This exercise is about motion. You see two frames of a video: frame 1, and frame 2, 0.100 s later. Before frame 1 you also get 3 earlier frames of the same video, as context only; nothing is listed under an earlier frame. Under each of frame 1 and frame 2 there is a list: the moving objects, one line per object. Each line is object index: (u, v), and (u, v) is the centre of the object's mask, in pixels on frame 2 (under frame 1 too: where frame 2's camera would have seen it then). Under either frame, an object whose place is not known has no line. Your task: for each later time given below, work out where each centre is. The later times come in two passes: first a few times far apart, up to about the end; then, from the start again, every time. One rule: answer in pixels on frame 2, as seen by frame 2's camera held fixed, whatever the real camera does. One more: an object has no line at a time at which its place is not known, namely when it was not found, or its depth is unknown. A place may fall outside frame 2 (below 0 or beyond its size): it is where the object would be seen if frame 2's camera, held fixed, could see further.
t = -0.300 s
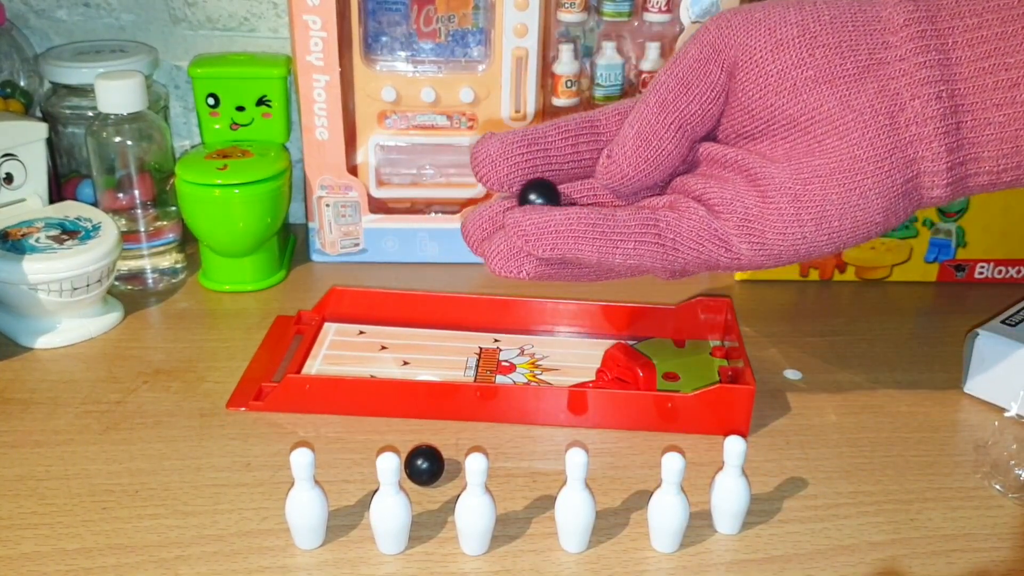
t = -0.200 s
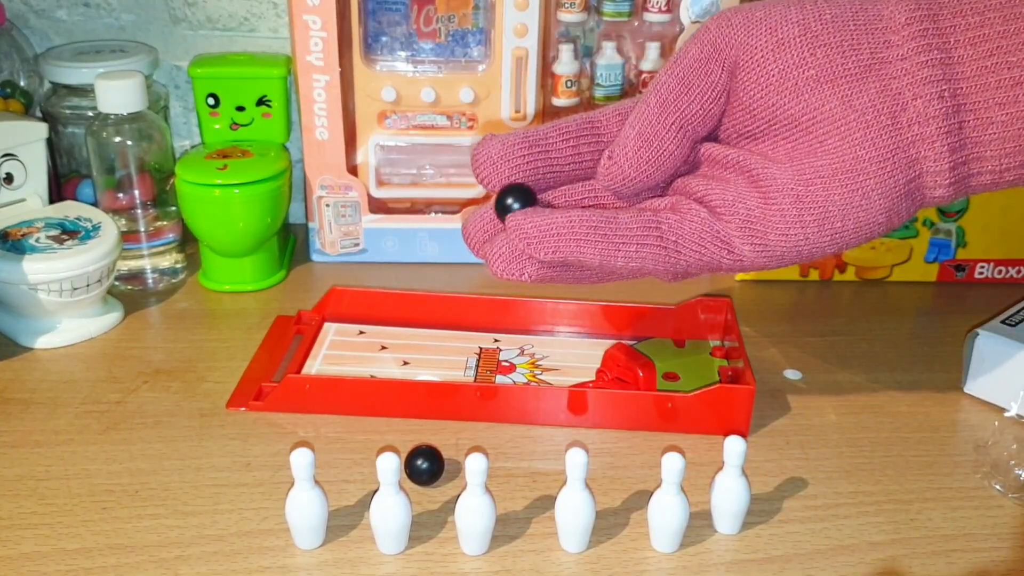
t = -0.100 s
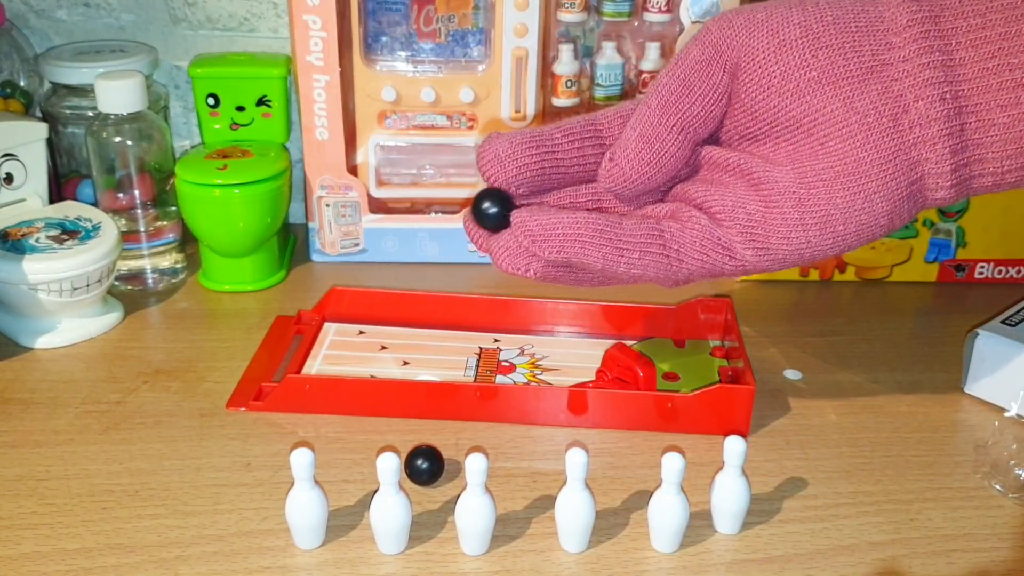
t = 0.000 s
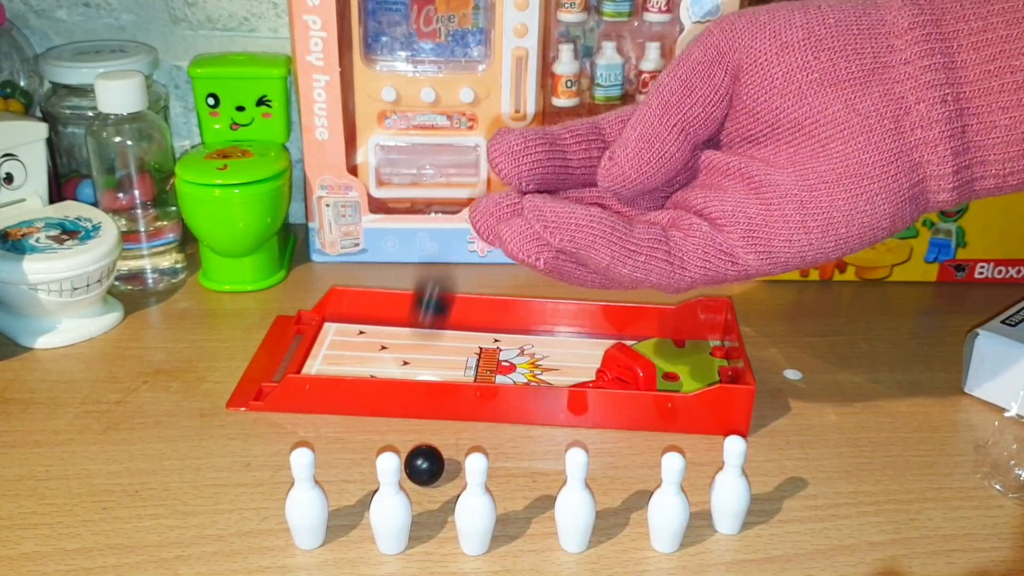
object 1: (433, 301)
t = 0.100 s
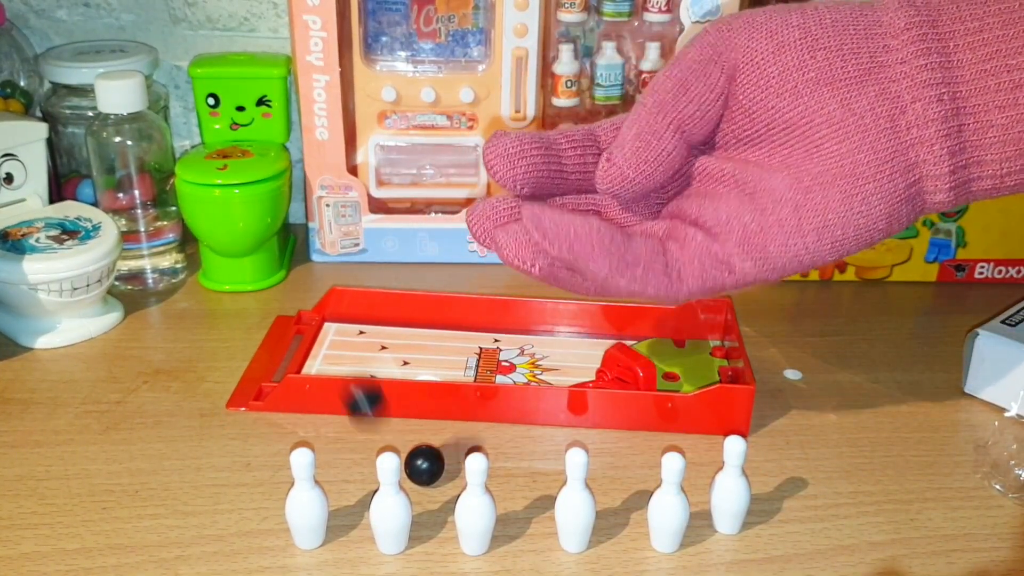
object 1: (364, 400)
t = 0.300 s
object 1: (220, 496)
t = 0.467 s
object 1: (99, 528)
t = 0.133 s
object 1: (338, 356)
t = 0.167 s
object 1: (311, 335)
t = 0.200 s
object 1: (285, 344)
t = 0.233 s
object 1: (262, 382)
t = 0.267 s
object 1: (242, 459)
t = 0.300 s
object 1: (220, 496)
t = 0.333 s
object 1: (190, 453)
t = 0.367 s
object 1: (161, 434)
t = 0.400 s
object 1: (137, 443)
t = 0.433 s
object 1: (117, 482)
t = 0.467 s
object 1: (99, 528)
